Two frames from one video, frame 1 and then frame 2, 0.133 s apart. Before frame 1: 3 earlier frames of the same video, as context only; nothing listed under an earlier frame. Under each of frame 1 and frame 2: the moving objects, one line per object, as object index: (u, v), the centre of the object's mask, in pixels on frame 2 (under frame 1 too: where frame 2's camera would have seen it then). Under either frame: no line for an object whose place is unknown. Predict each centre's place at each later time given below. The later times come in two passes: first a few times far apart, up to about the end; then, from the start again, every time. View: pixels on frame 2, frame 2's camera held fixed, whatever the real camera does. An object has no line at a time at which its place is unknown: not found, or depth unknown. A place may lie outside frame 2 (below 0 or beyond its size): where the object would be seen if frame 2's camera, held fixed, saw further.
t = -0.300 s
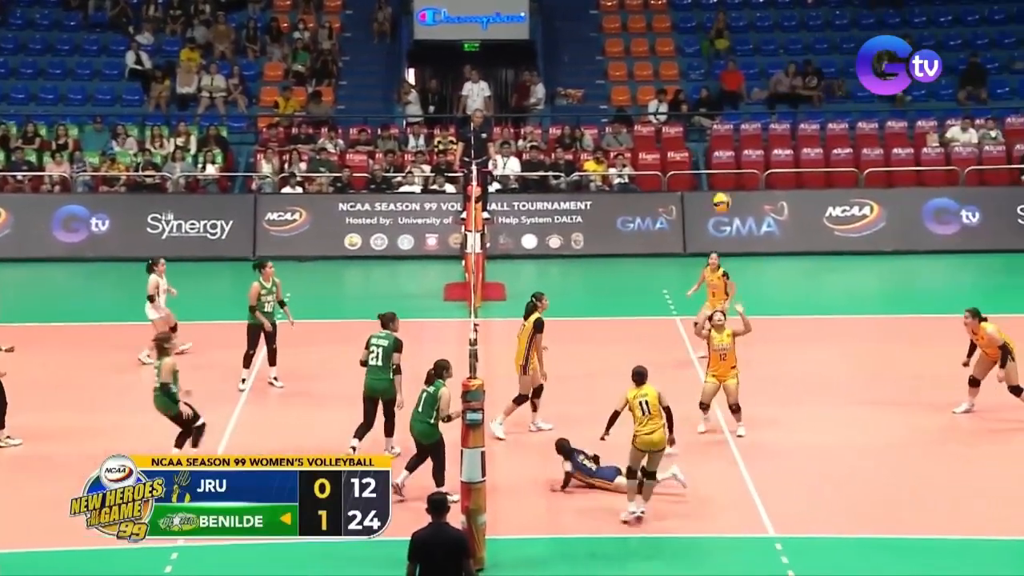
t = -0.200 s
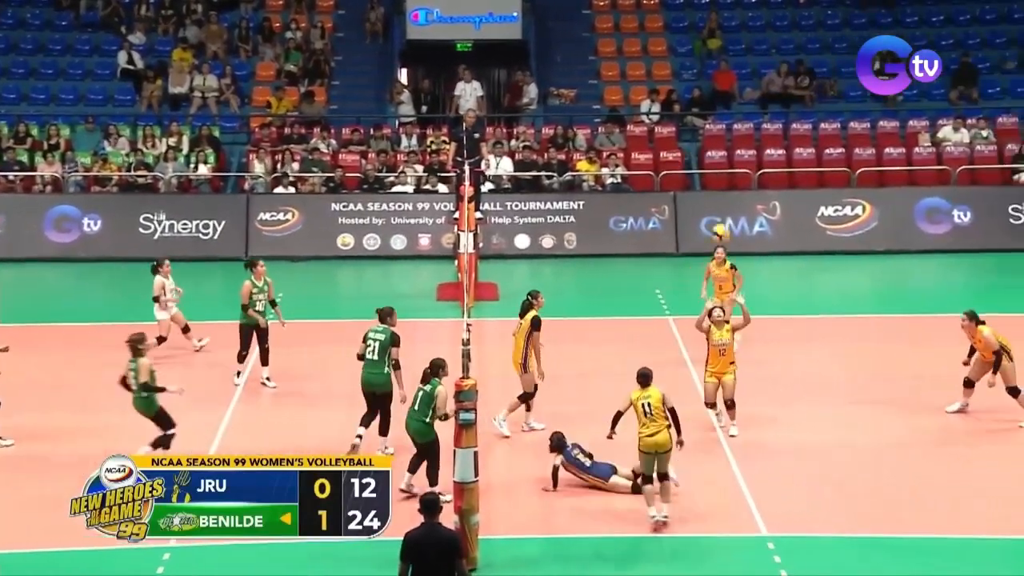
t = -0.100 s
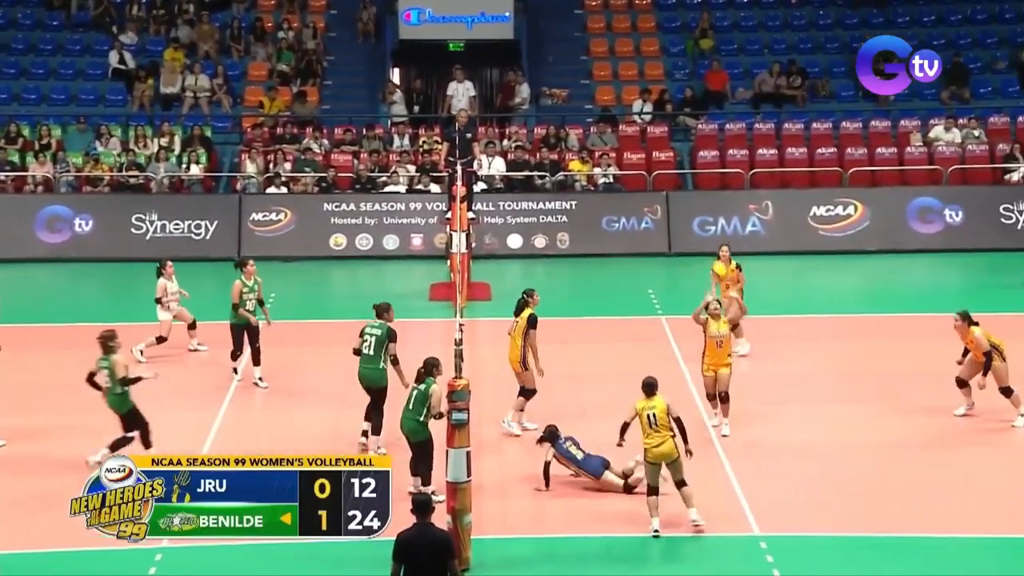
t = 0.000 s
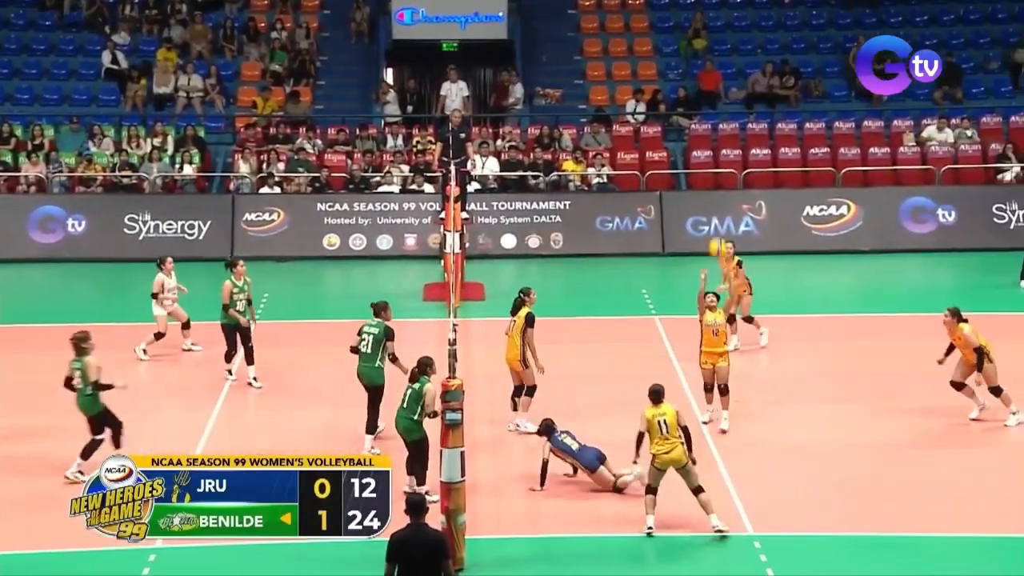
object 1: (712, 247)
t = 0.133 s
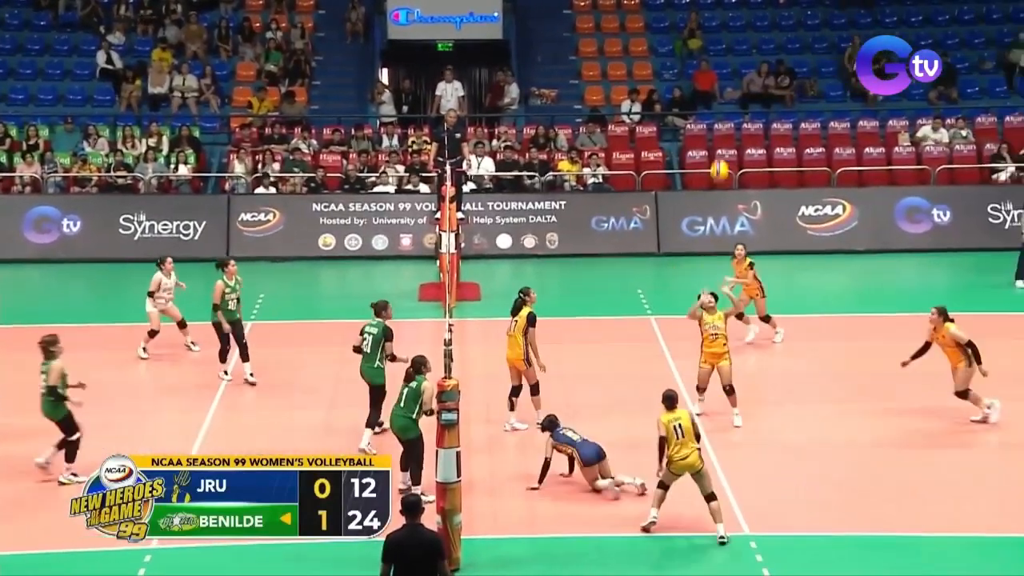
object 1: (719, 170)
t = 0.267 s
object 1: (725, 107)
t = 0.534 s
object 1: (739, 25)
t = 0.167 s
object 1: (720, 152)
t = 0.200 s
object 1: (722, 136)
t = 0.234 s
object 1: (724, 120)
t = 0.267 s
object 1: (725, 107)
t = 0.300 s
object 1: (727, 94)
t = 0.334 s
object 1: (729, 81)
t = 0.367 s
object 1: (731, 69)
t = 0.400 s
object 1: (733, 59)
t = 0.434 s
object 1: (735, 49)
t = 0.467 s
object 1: (736, 40)
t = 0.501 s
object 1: (738, 32)
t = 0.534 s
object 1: (739, 25)
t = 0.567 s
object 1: (741, 19)
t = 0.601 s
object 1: (742, 14)
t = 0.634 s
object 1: (743, 9)
